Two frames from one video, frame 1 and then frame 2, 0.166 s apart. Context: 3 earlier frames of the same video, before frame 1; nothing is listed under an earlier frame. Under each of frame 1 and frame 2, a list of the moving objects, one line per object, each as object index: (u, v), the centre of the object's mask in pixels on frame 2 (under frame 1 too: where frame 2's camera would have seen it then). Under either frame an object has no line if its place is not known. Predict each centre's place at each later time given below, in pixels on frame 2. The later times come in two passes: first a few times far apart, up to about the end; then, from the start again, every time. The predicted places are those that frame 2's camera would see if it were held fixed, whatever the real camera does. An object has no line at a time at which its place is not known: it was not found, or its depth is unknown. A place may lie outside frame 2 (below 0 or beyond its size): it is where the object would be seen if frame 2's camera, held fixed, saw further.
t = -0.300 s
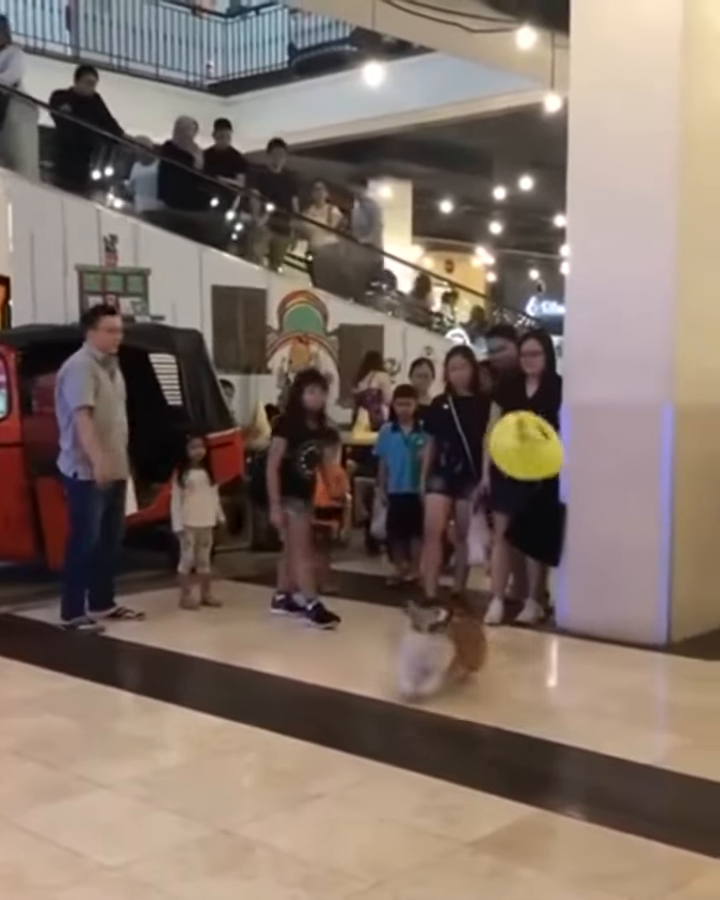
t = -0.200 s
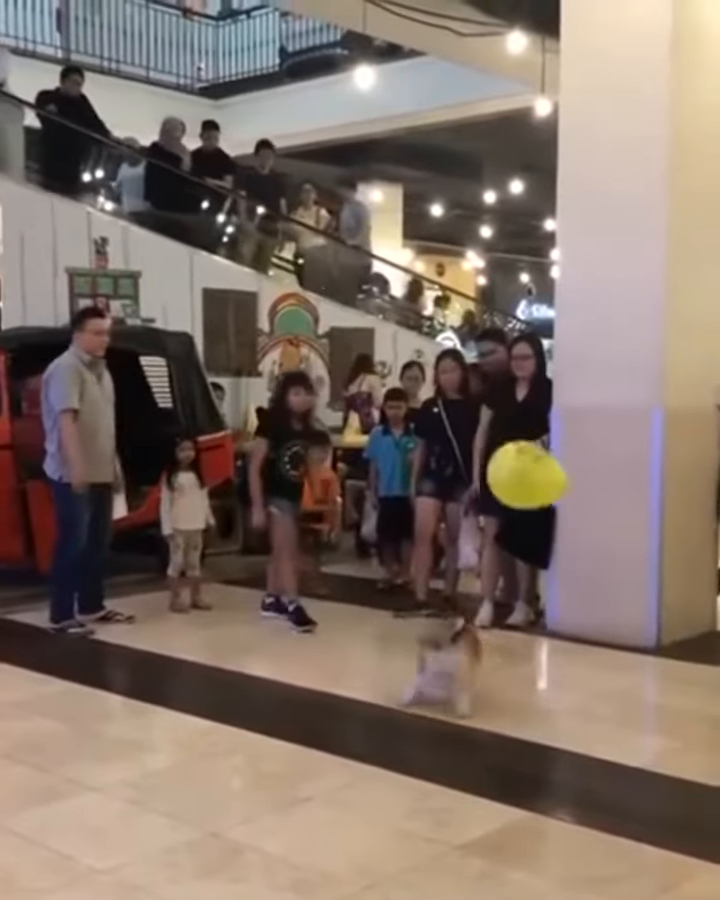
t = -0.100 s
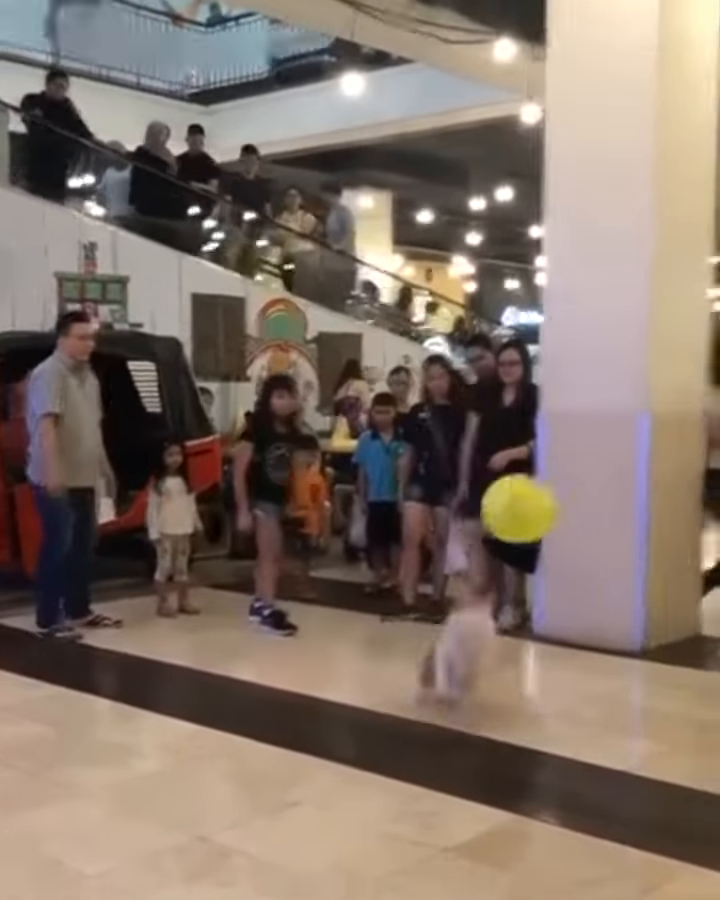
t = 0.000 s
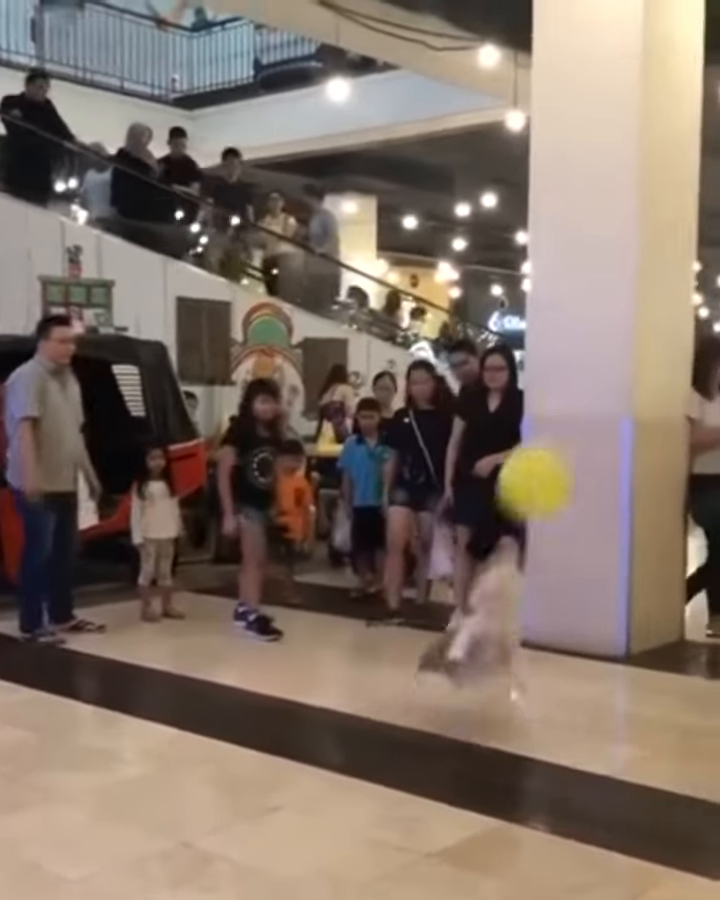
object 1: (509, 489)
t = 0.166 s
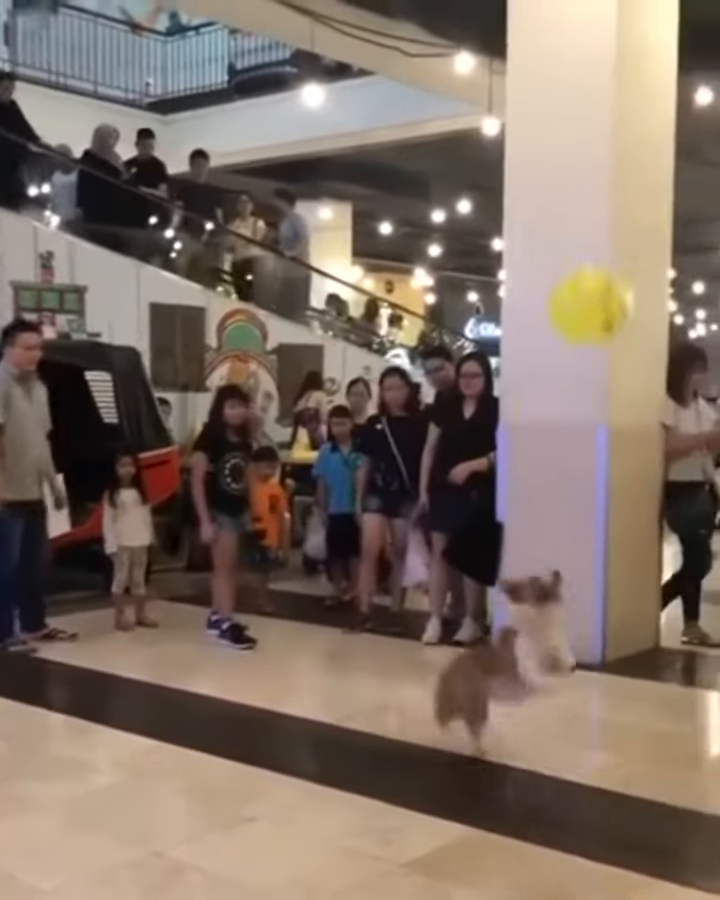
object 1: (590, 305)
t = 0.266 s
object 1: (601, 245)
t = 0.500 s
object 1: (630, 173)
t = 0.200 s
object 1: (596, 280)
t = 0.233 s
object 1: (600, 261)
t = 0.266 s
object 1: (601, 245)
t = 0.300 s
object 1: (603, 233)
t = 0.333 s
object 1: (605, 222)
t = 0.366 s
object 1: (608, 212)
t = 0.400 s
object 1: (610, 203)
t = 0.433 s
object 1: (615, 194)
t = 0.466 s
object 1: (621, 184)
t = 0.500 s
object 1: (630, 173)
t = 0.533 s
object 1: (638, 163)
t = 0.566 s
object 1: (643, 155)
